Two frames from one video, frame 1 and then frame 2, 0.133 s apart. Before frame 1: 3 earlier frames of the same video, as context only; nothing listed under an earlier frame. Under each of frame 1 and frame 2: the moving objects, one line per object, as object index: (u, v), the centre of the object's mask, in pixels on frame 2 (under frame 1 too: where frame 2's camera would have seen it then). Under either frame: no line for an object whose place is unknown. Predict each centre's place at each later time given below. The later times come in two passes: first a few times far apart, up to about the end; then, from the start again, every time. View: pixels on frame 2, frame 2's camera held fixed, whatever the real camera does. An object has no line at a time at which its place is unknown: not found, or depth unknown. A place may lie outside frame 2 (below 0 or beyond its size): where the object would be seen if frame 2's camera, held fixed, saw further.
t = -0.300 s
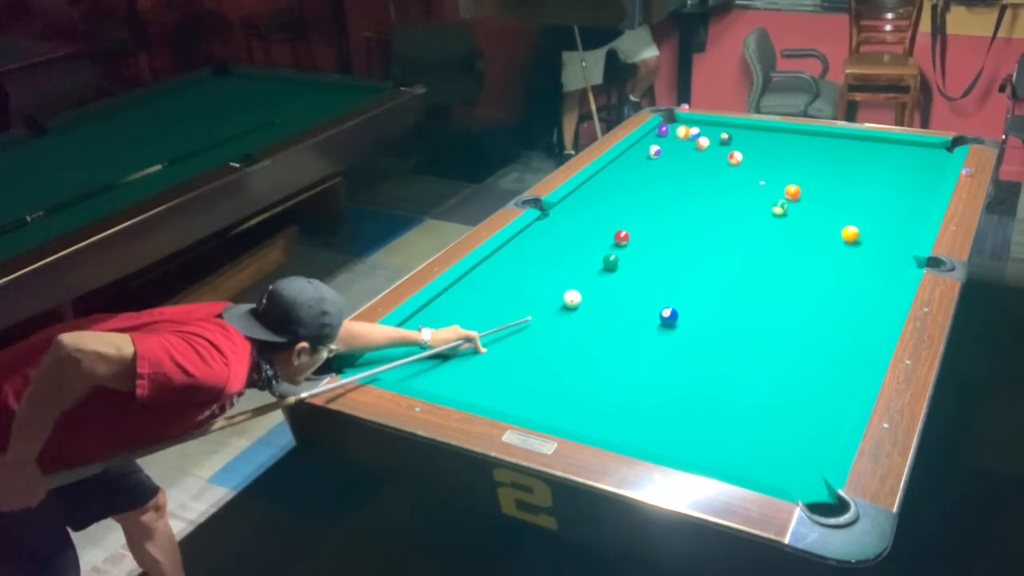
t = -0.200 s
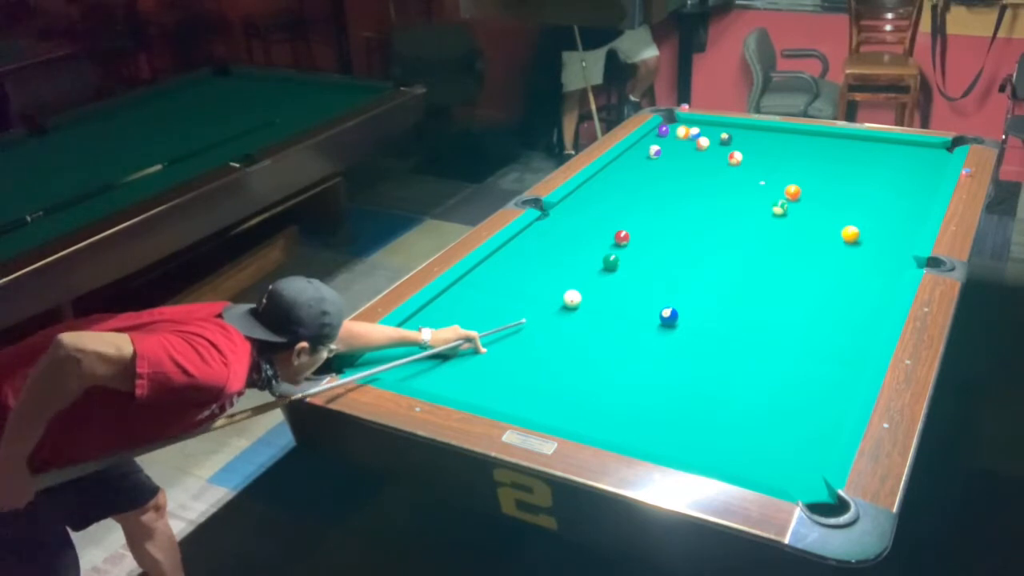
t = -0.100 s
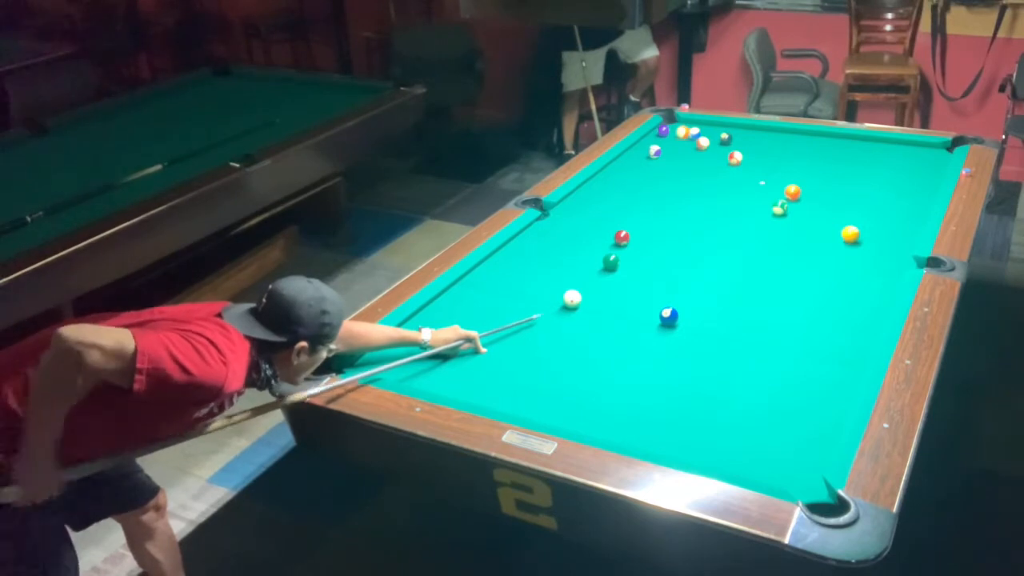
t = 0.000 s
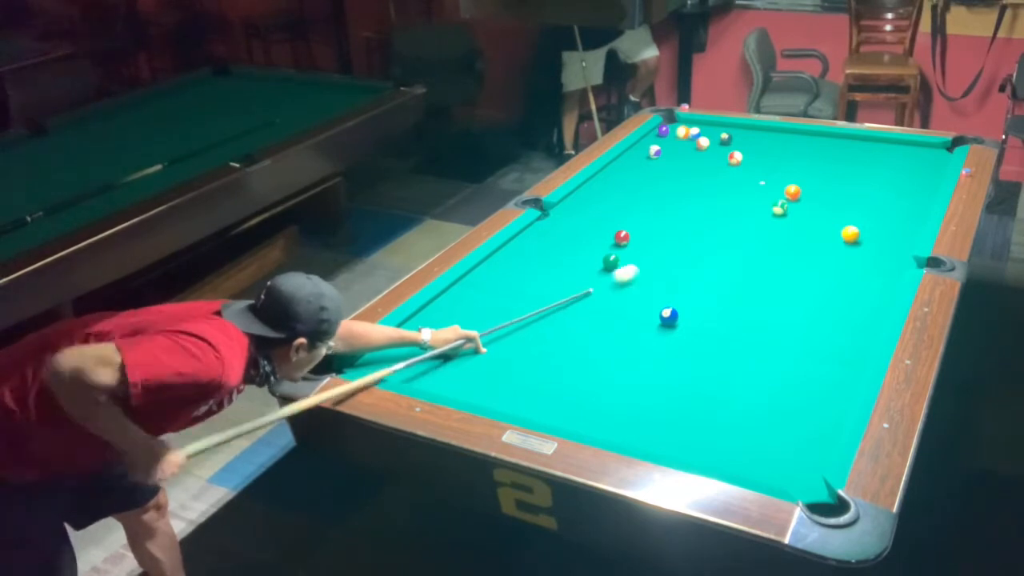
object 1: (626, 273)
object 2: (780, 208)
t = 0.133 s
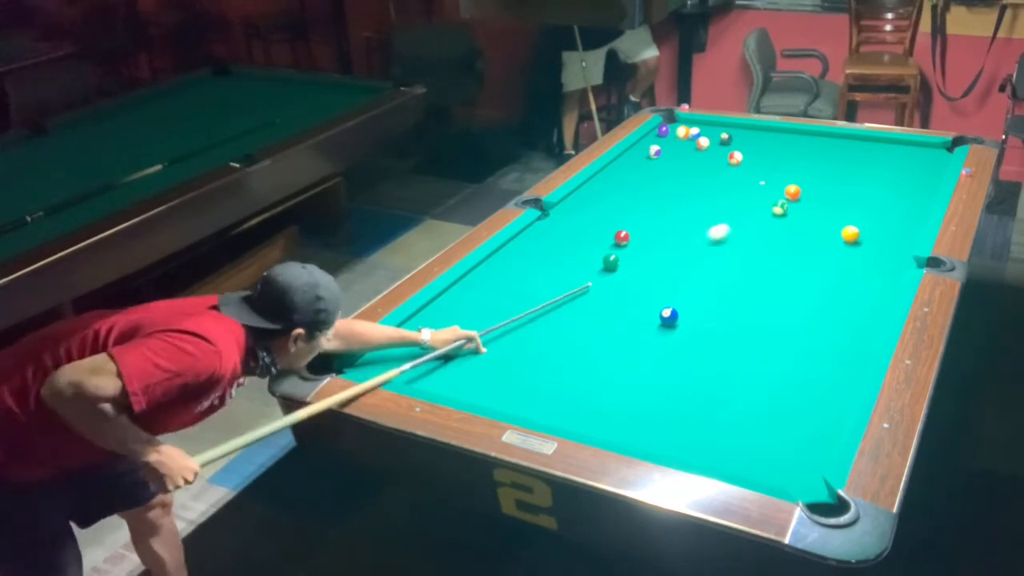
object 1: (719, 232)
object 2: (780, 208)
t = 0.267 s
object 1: (765, 209)
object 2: (803, 200)
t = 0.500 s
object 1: (750, 206)
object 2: (908, 165)
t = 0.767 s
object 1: (734, 203)
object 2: (923, 149)
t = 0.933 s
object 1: (725, 201)
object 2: (900, 156)
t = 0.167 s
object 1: (739, 223)
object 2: (780, 208)
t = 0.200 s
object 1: (757, 215)
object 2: (780, 208)
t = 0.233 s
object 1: (767, 210)
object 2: (785, 206)
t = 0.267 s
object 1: (765, 209)
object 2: (803, 200)
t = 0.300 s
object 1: (763, 209)
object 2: (821, 193)
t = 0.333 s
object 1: (760, 208)
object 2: (839, 186)
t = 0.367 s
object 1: (758, 208)
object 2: (854, 184)
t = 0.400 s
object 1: (756, 207)
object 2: (869, 177)
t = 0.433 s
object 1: (754, 207)
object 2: (883, 173)
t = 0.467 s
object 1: (752, 207)
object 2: (897, 168)
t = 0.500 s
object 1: (750, 206)
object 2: (908, 165)
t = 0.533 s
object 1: (748, 206)
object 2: (922, 160)
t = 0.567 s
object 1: (746, 205)
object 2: (932, 155)
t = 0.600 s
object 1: (744, 205)
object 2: (942, 153)
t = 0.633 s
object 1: (742, 204)
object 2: (944, 149)
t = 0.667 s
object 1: (740, 204)
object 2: (938, 146)
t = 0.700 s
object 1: (738, 203)
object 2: (933, 147)
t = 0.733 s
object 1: (736, 203)
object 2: (927, 148)
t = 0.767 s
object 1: (734, 203)
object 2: (923, 149)
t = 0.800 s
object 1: (732, 202)
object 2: (917, 152)
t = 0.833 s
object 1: (730, 202)
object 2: (914, 152)
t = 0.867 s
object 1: (729, 202)
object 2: (908, 153)
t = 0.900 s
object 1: (727, 201)
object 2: (903, 155)
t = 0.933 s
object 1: (725, 201)
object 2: (900, 156)
